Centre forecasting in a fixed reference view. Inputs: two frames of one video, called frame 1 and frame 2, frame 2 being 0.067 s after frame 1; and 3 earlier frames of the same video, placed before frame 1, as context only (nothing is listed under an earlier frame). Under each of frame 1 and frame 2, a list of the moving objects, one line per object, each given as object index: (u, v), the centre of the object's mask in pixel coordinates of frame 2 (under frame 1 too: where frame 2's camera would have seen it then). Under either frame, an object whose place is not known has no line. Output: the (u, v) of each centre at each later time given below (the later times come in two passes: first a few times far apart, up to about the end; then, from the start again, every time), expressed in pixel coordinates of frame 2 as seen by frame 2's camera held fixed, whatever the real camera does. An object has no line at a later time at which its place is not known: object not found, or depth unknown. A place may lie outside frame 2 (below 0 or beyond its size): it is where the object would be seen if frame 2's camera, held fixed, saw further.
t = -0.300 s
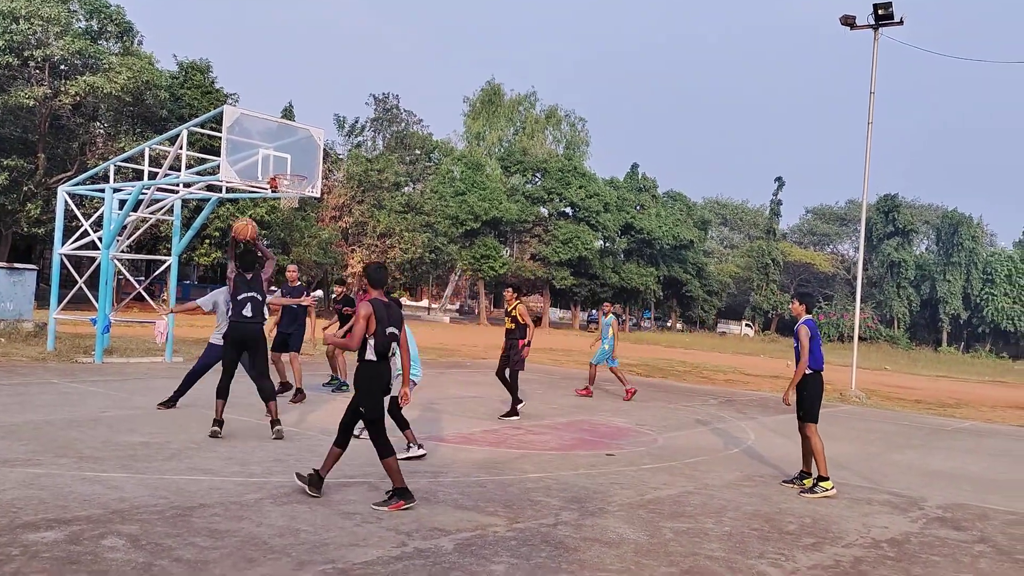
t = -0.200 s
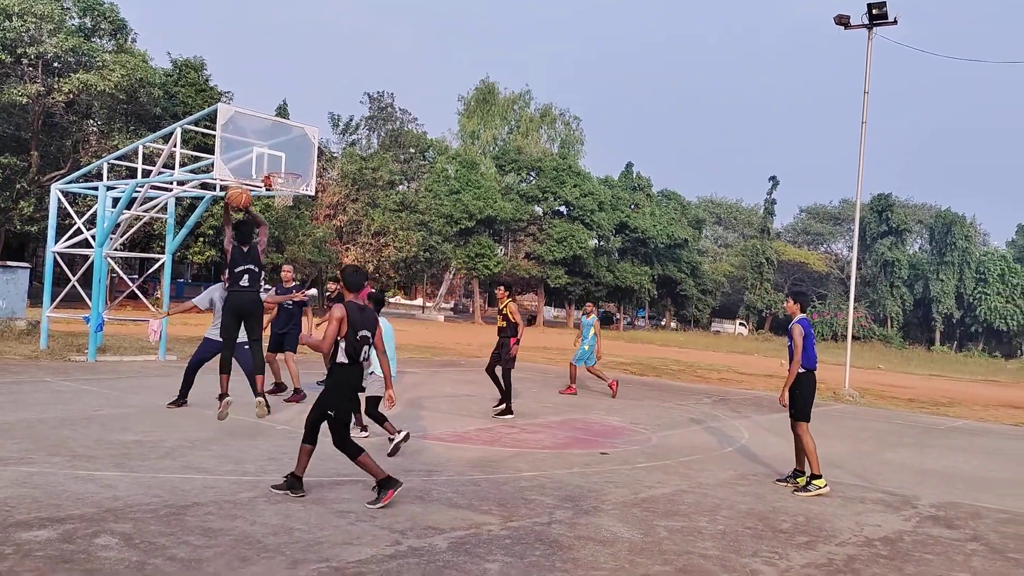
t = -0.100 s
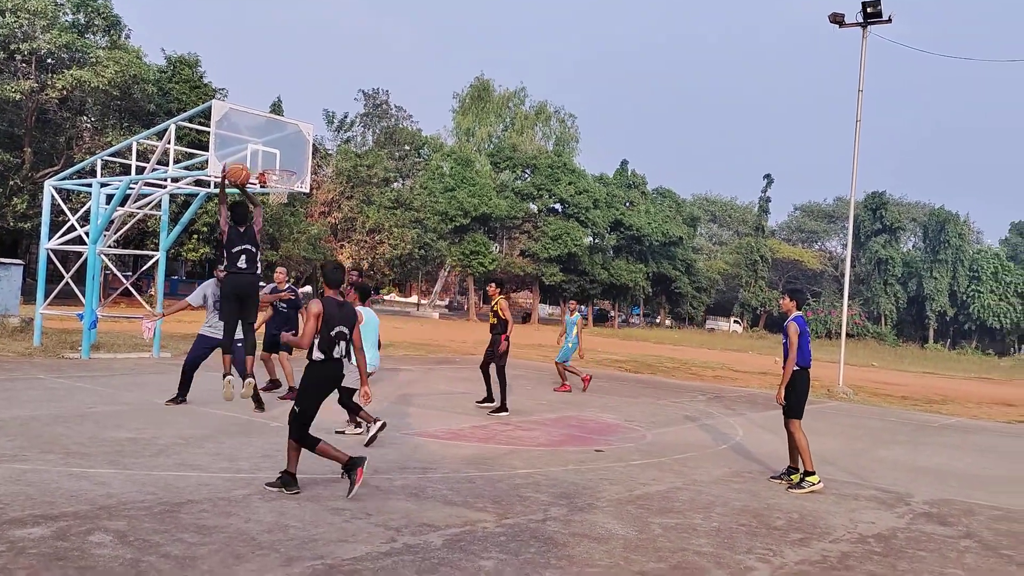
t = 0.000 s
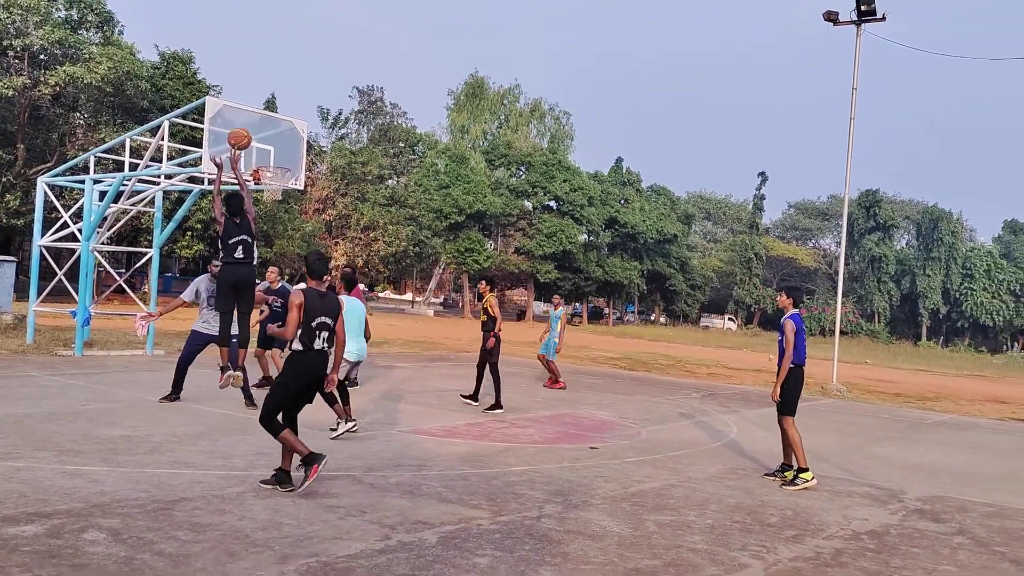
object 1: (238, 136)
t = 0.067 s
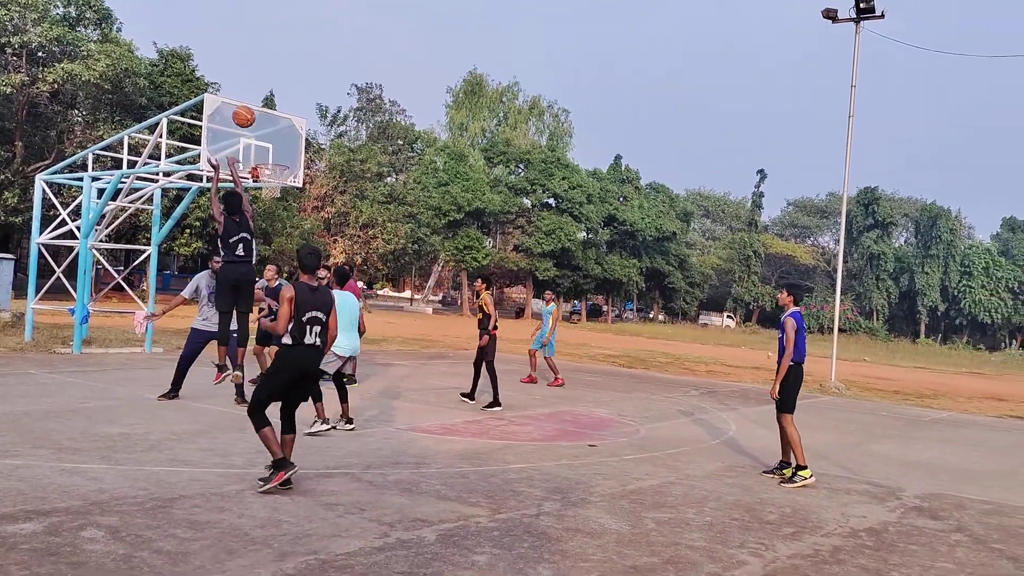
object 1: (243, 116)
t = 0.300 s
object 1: (260, 86)
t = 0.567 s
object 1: (270, 106)
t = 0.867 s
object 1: (278, 140)
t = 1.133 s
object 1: (288, 104)
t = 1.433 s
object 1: (295, 121)
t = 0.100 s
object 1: (246, 108)
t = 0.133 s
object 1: (249, 102)
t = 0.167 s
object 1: (251, 96)
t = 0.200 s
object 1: (254, 92)
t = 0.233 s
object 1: (256, 89)
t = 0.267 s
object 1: (257, 87)
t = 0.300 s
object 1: (260, 86)
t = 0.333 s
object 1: (261, 85)
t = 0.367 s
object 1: (263, 86)
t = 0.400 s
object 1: (264, 87)
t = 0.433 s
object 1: (266, 89)
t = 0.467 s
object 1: (267, 93)
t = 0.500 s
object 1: (268, 97)
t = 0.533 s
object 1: (269, 101)
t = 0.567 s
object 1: (270, 106)
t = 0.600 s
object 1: (271, 112)
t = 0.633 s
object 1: (272, 118)
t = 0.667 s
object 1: (272, 126)
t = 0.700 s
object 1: (273, 134)
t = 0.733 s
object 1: (274, 142)
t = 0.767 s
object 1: (274, 151)
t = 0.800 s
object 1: (275, 157)
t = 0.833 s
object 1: (276, 148)
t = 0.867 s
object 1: (278, 140)
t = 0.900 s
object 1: (279, 133)
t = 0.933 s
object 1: (281, 127)
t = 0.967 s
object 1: (282, 121)
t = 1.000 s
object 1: (283, 116)
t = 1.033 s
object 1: (284, 112)
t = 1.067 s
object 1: (286, 109)
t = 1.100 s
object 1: (287, 106)
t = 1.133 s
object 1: (288, 104)
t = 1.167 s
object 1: (289, 103)
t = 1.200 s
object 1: (290, 103)
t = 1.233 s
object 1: (291, 103)
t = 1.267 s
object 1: (292, 104)
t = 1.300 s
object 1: (292, 106)
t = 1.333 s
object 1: (293, 108)
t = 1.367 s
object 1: (294, 112)
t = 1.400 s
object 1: (294, 116)
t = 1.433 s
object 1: (295, 121)
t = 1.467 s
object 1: (295, 127)
